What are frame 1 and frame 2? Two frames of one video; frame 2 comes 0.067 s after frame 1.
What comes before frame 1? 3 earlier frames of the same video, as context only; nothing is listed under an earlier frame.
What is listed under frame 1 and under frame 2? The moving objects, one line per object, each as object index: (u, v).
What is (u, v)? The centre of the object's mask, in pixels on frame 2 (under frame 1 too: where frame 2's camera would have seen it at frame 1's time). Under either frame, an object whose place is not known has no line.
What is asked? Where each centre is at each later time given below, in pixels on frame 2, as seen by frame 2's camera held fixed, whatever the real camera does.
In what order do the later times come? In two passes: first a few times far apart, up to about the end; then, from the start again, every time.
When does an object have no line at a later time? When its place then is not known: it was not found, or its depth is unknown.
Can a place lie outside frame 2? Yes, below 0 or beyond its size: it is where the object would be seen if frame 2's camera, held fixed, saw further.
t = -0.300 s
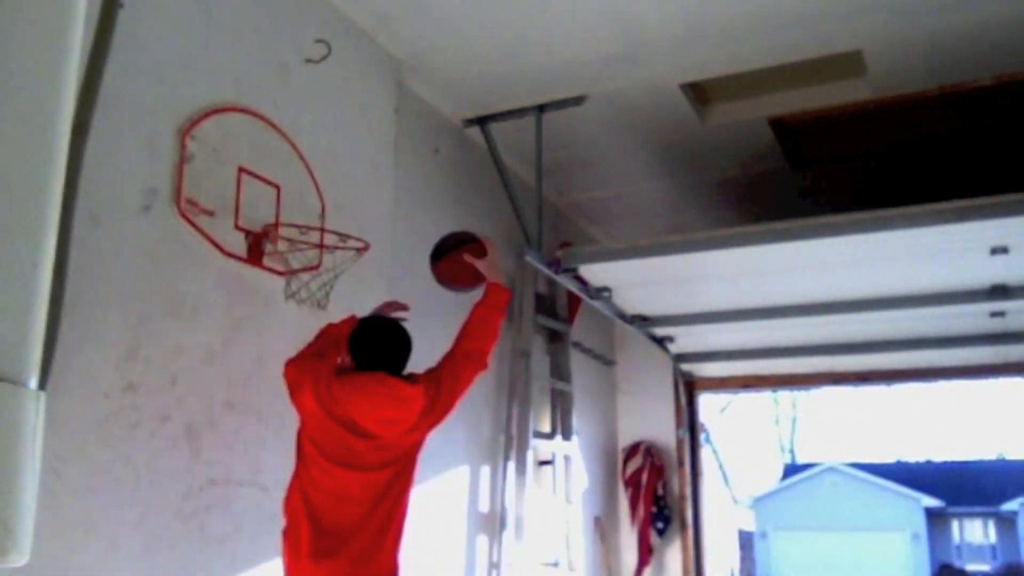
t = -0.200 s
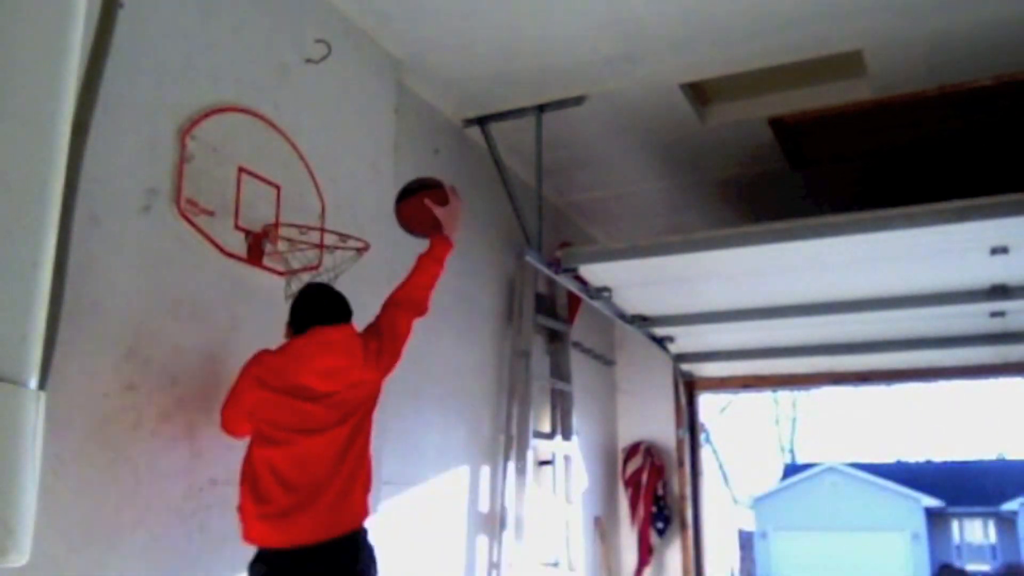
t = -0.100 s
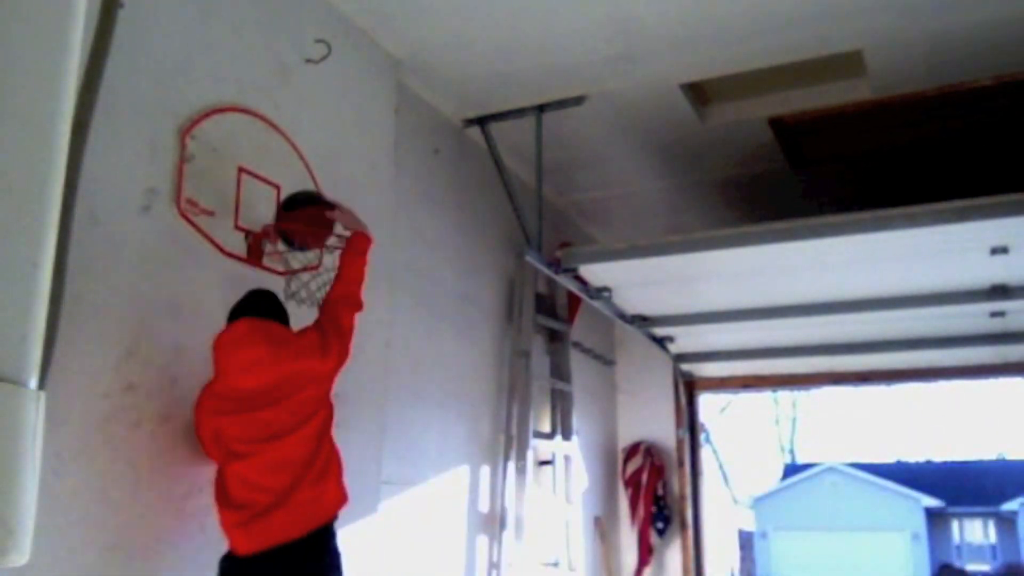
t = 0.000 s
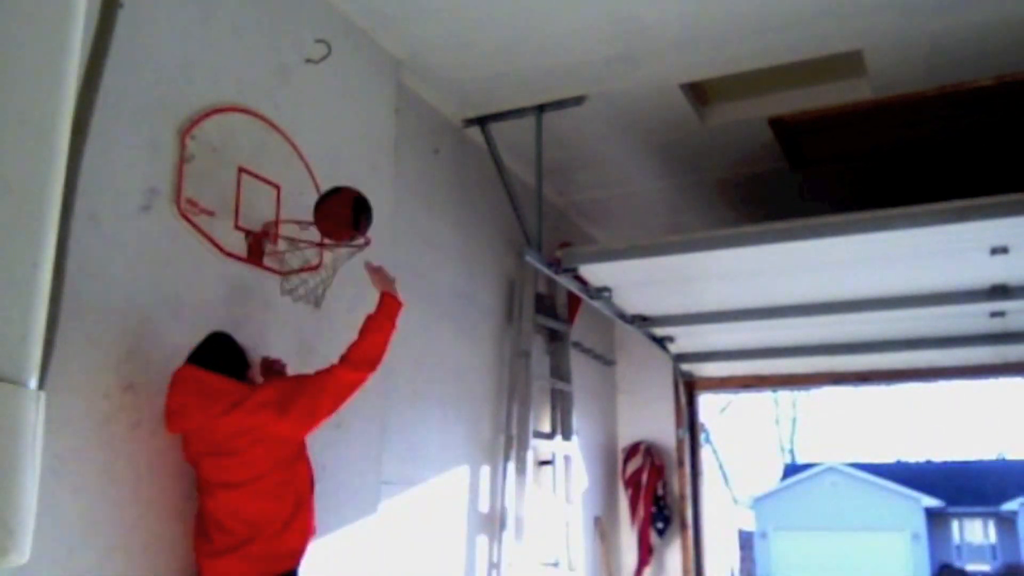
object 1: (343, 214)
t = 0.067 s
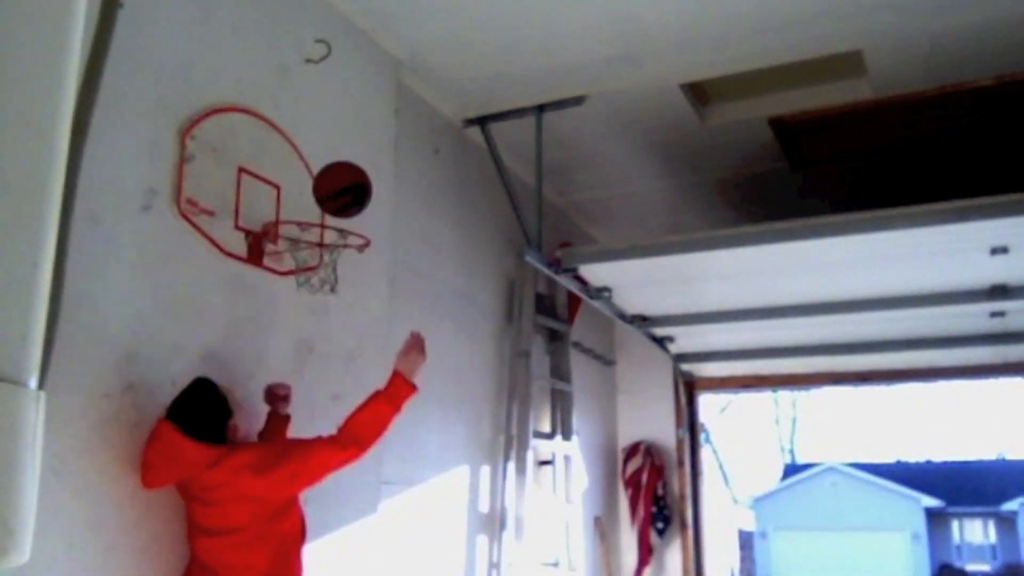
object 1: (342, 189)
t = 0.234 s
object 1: (339, 187)
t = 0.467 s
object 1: (309, 282)
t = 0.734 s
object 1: (279, 540)
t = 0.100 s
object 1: (342, 182)
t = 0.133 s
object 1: (342, 178)
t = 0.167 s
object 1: (341, 177)
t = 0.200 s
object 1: (340, 180)
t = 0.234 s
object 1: (339, 187)
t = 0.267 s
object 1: (337, 197)
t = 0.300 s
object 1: (335, 210)
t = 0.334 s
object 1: (333, 226)
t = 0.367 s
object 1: (327, 236)
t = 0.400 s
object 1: (322, 248)
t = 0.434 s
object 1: (316, 264)
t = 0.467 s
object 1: (309, 282)
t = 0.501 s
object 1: (303, 303)
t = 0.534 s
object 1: (297, 328)
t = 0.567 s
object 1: (290, 356)
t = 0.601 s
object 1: (282, 390)
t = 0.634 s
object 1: (274, 427)
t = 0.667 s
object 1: (270, 465)
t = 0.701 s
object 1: (275, 500)
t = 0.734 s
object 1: (279, 540)
